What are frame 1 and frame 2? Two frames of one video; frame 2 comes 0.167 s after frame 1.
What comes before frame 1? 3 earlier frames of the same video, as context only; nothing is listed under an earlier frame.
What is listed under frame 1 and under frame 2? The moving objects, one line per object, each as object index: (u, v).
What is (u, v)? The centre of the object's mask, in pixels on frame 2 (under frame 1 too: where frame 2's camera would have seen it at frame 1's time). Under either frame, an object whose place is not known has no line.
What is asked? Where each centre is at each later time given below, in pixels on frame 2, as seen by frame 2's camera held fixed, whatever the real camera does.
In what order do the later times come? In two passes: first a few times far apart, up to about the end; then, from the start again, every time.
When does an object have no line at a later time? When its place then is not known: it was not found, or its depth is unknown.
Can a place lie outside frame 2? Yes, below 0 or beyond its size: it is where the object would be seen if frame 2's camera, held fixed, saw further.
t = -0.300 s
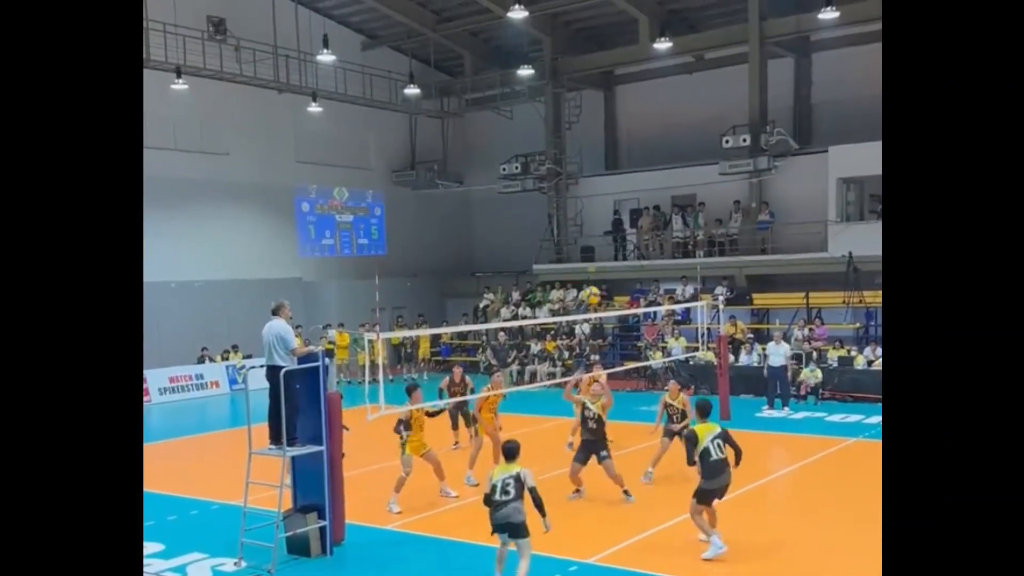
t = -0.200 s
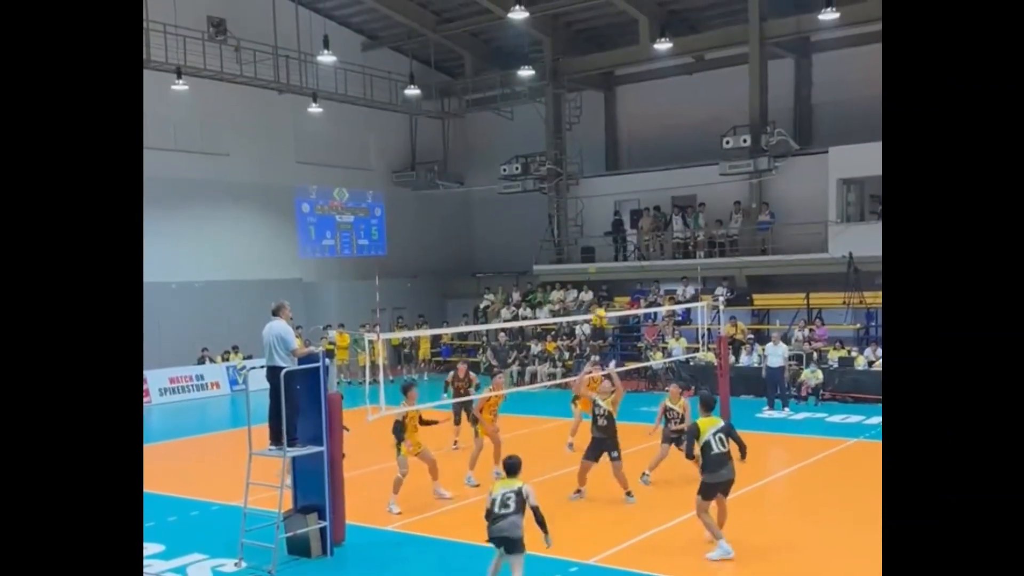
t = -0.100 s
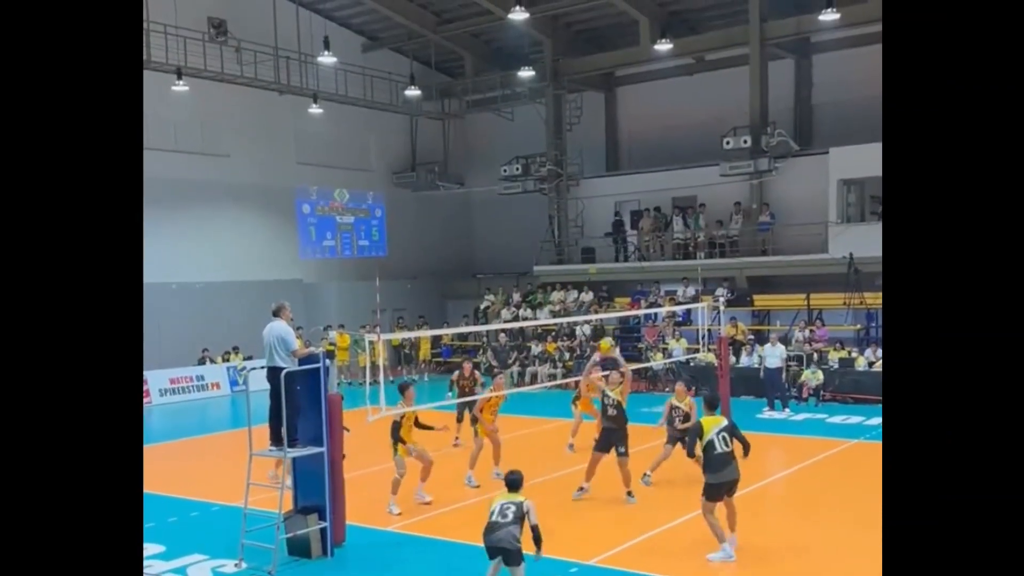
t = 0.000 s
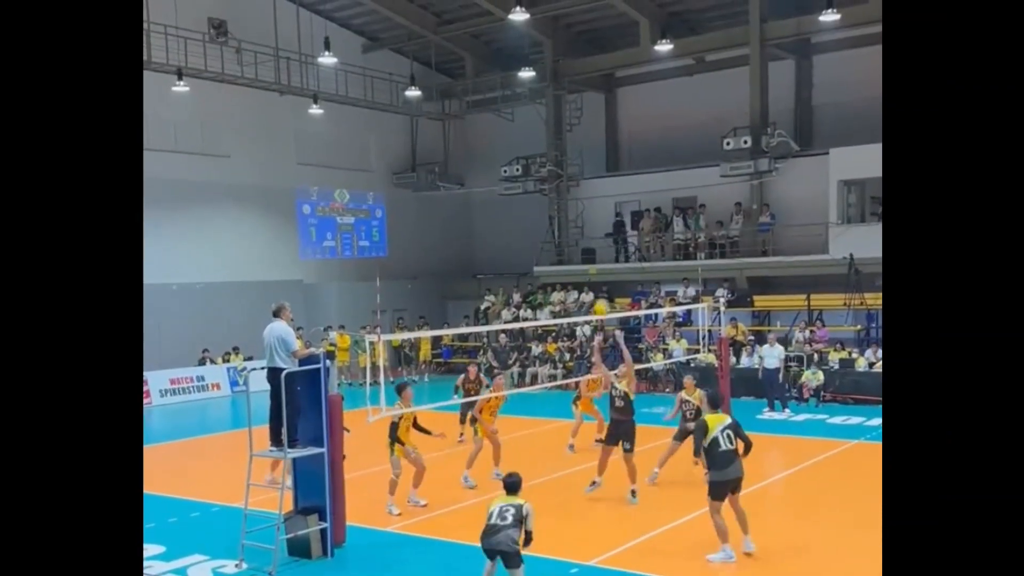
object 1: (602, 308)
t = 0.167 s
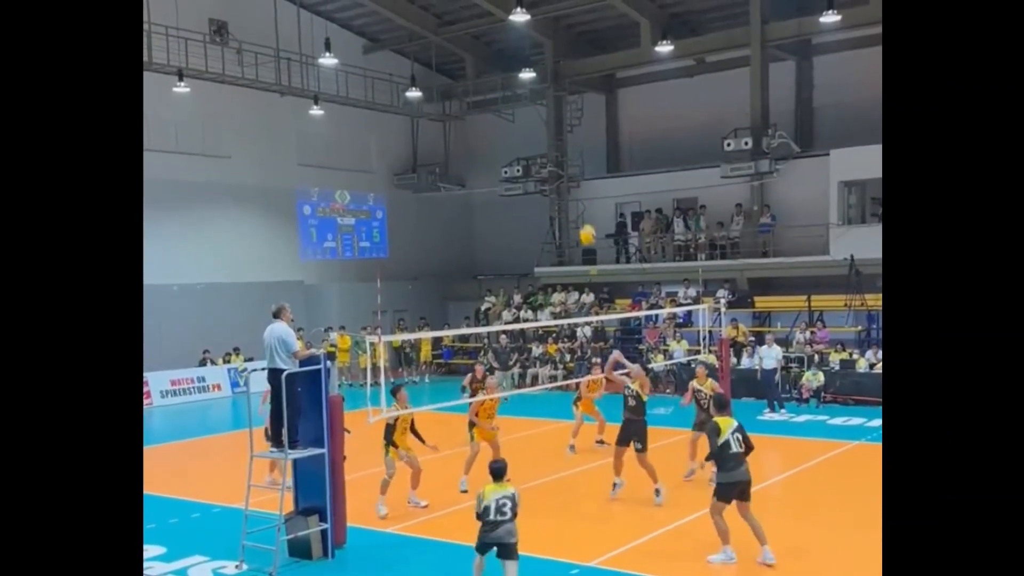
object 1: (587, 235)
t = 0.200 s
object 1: (584, 222)
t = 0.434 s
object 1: (561, 155)
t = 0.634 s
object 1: (542, 129)
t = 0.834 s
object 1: (523, 137)
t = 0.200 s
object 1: (584, 222)
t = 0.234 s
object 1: (580, 210)
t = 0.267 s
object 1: (578, 199)
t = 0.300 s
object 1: (575, 189)
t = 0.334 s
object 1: (571, 179)
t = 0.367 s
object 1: (568, 169)
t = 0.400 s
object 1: (564, 162)
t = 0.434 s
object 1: (561, 155)
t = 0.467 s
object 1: (558, 148)
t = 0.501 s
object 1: (555, 143)
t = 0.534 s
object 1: (552, 138)
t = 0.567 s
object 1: (548, 134)
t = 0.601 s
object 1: (545, 131)
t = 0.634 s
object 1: (542, 129)
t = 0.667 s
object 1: (539, 129)
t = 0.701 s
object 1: (536, 128)
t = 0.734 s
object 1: (532, 129)
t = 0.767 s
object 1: (529, 131)
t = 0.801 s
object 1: (526, 133)
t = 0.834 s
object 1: (523, 137)
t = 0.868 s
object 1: (520, 141)
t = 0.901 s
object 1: (517, 146)
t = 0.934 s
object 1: (514, 153)
